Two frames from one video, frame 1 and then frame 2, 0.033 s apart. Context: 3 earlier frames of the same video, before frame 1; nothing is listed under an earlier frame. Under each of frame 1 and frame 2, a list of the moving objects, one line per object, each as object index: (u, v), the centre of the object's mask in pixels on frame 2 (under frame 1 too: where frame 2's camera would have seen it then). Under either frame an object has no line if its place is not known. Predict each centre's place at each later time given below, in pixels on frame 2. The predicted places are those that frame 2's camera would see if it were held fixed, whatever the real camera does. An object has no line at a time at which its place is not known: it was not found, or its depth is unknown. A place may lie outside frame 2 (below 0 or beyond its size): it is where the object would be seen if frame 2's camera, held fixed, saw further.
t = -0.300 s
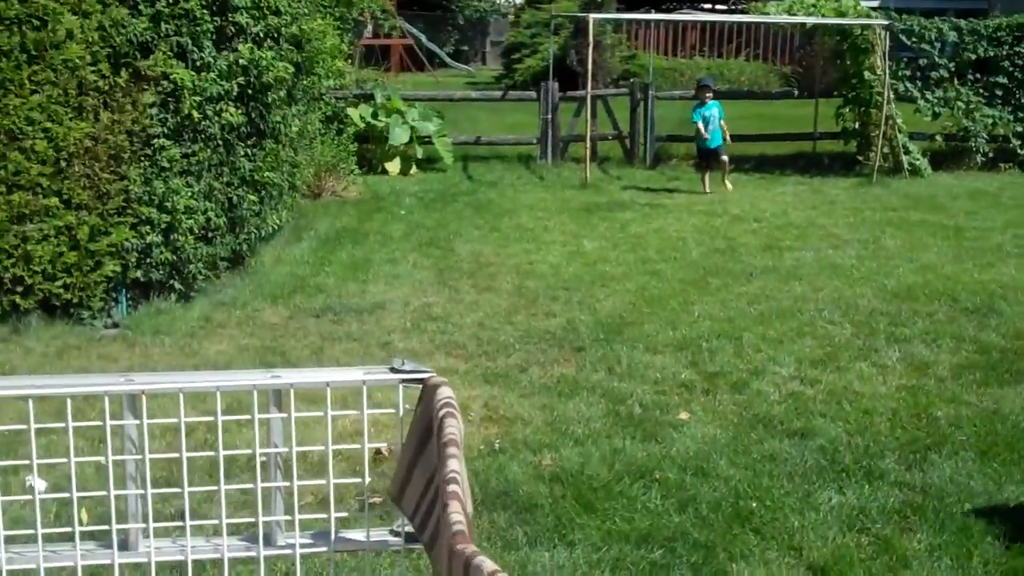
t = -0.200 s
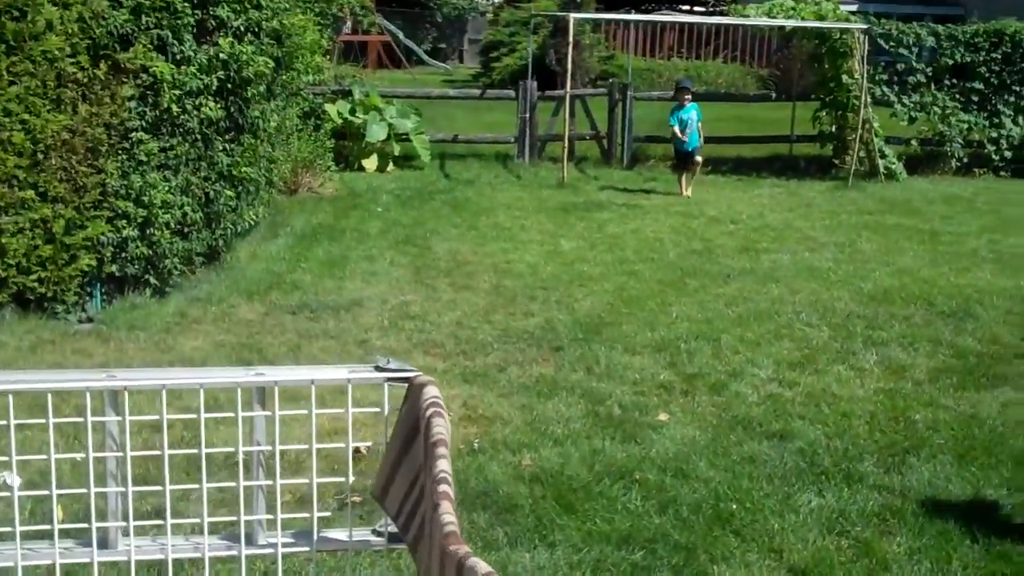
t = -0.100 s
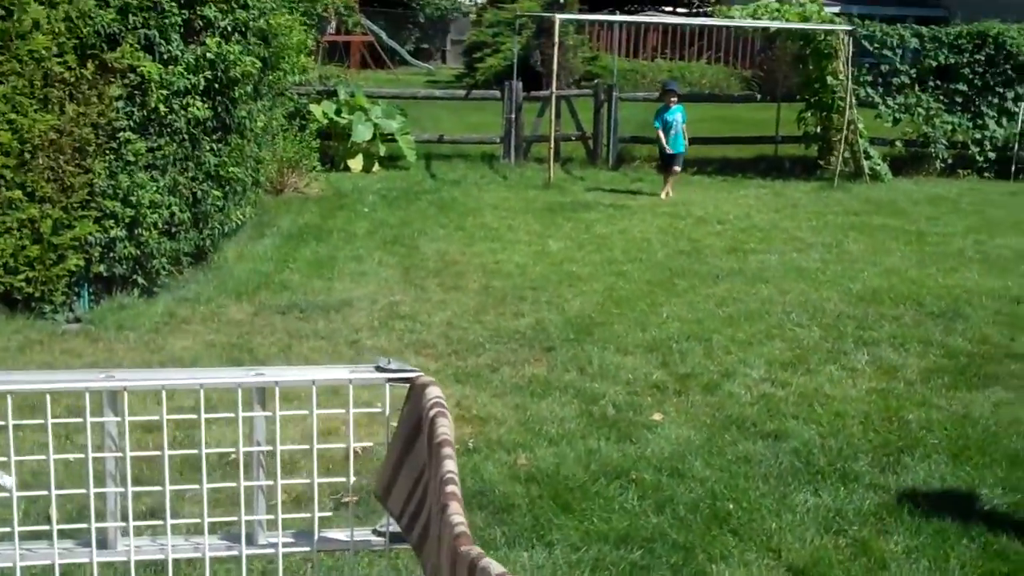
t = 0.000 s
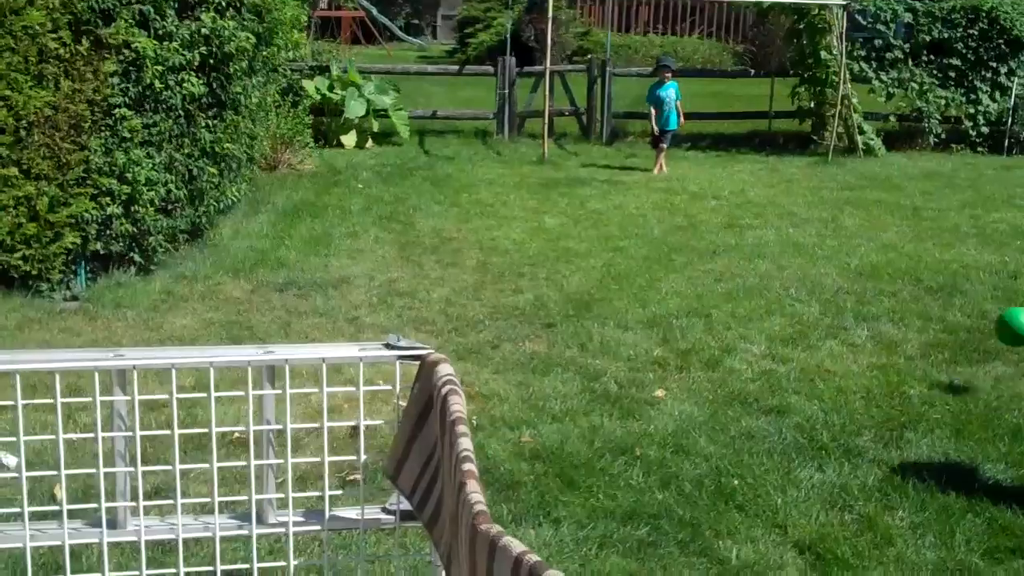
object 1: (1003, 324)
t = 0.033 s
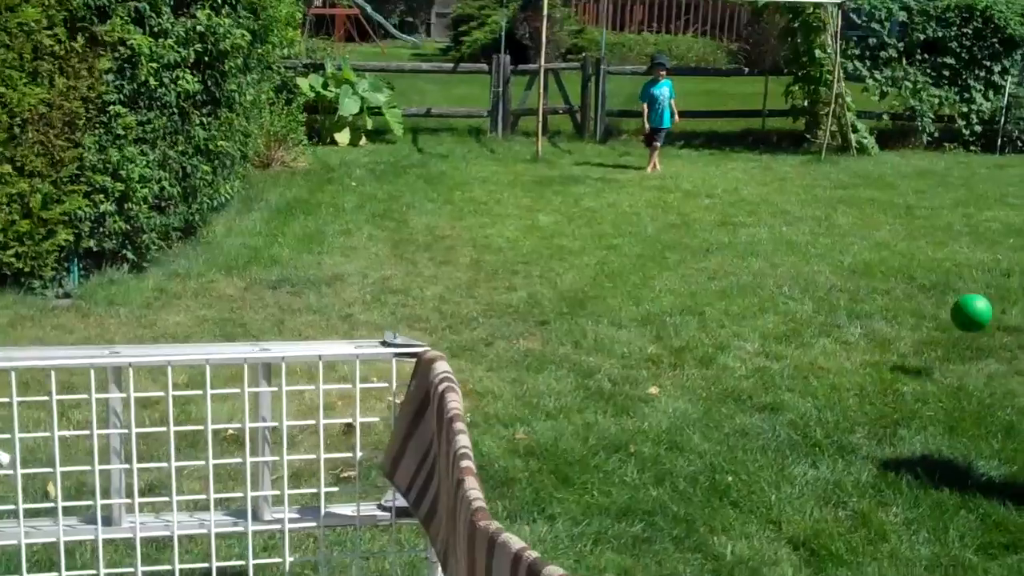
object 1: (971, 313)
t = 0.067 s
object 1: (936, 305)
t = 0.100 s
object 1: (902, 299)
